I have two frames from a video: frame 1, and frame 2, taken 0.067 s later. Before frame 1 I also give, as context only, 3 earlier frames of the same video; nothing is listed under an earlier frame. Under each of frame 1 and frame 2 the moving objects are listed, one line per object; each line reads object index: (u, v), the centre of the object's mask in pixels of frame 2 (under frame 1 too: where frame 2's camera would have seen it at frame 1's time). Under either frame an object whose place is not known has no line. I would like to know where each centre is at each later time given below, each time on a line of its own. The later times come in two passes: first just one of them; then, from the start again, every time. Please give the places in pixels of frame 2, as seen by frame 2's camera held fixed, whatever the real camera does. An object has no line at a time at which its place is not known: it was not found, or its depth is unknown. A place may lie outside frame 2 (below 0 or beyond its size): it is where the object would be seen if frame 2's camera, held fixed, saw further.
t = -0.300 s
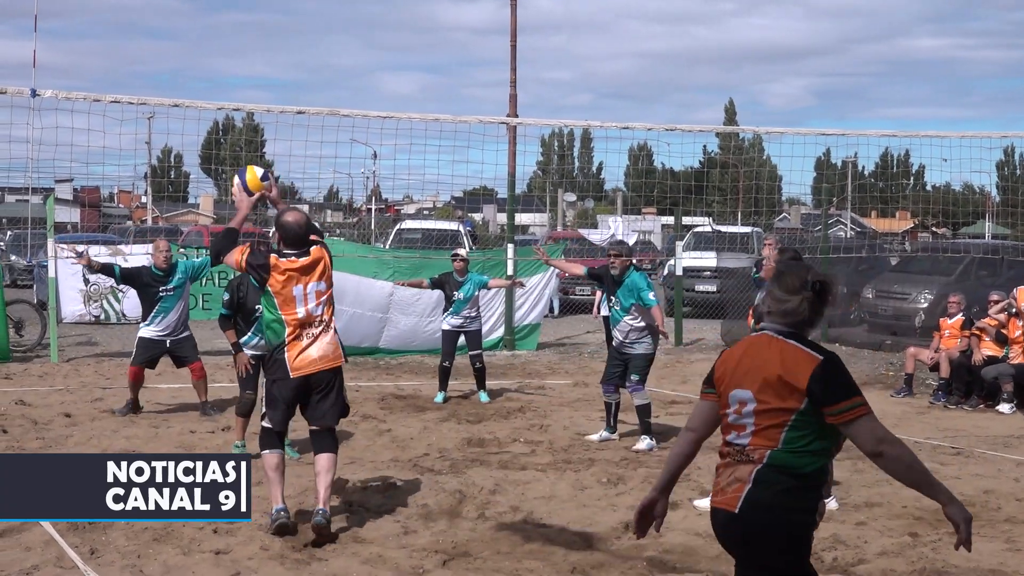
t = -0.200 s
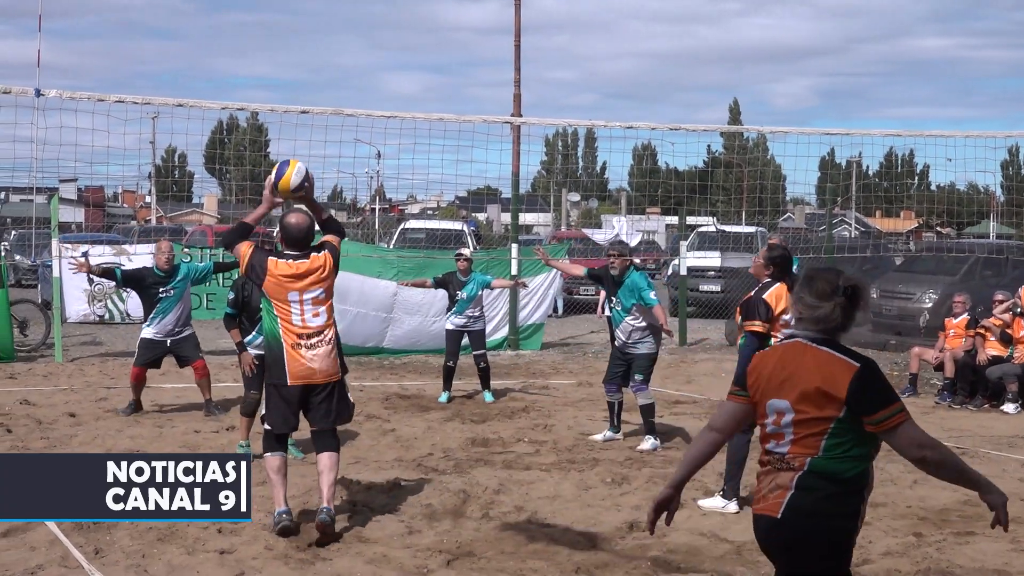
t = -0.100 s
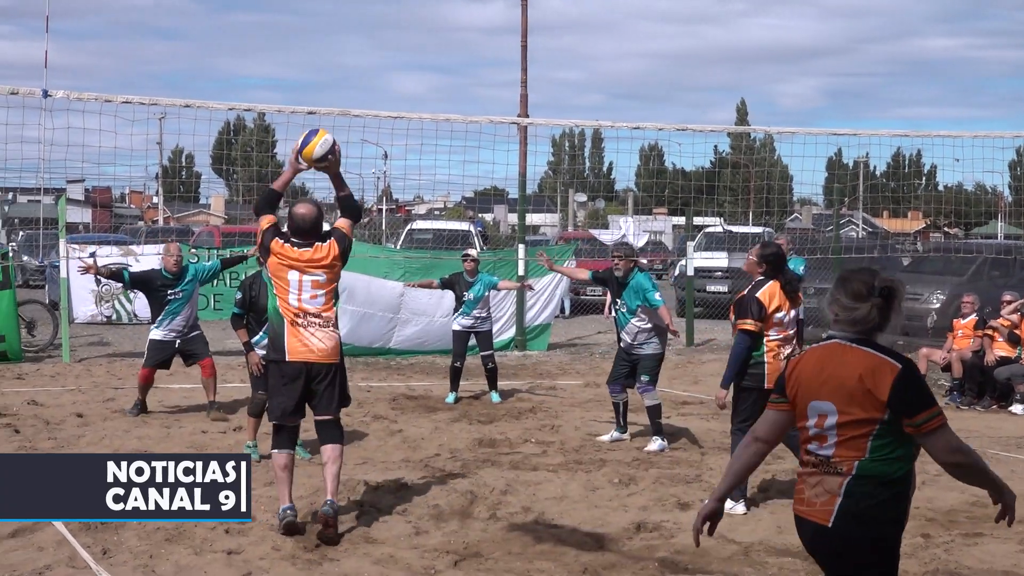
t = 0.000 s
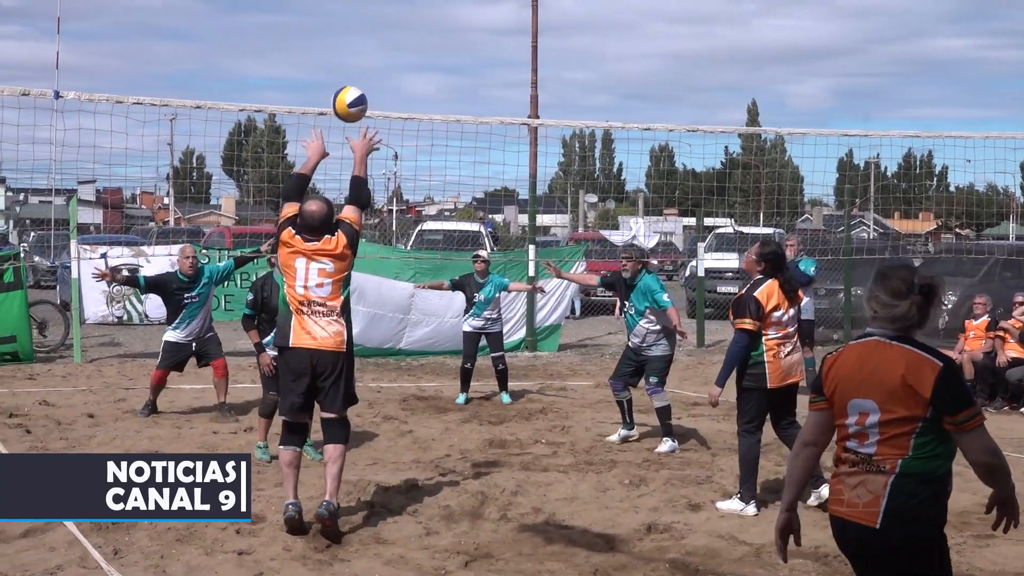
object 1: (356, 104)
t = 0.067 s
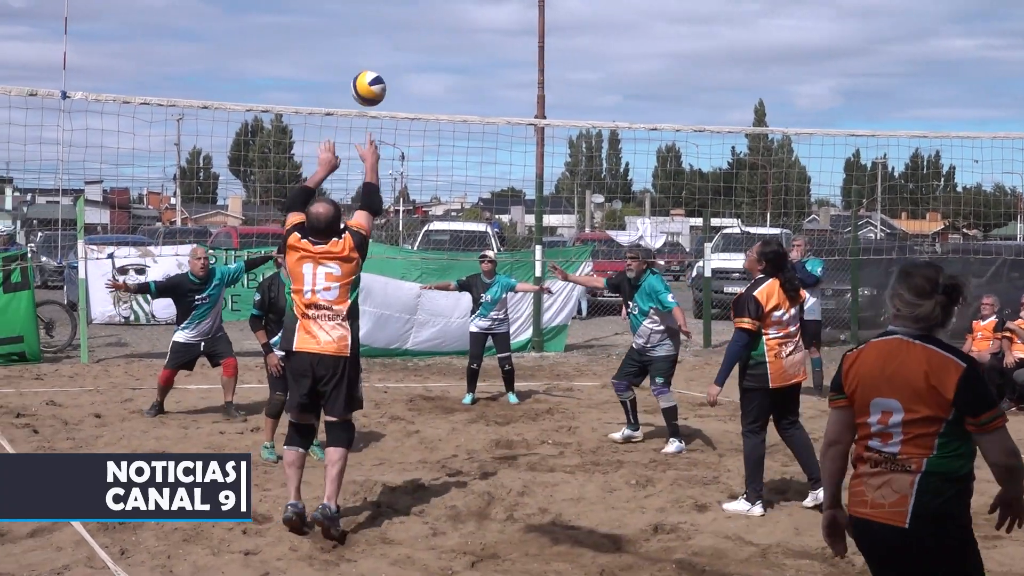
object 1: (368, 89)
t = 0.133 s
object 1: (383, 78)
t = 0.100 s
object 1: (376, 82)
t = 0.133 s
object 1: (383, 78)
